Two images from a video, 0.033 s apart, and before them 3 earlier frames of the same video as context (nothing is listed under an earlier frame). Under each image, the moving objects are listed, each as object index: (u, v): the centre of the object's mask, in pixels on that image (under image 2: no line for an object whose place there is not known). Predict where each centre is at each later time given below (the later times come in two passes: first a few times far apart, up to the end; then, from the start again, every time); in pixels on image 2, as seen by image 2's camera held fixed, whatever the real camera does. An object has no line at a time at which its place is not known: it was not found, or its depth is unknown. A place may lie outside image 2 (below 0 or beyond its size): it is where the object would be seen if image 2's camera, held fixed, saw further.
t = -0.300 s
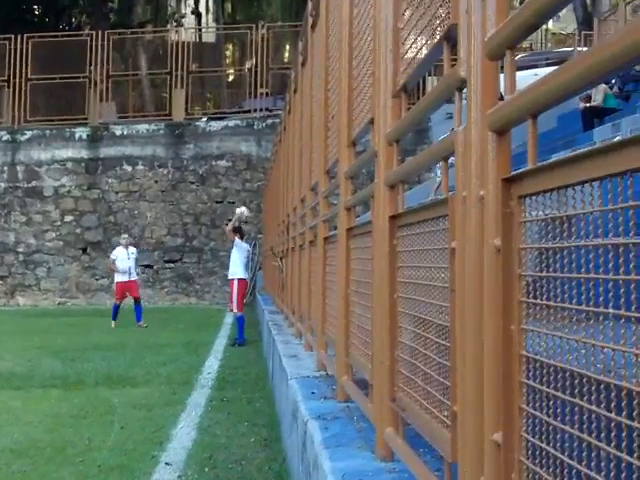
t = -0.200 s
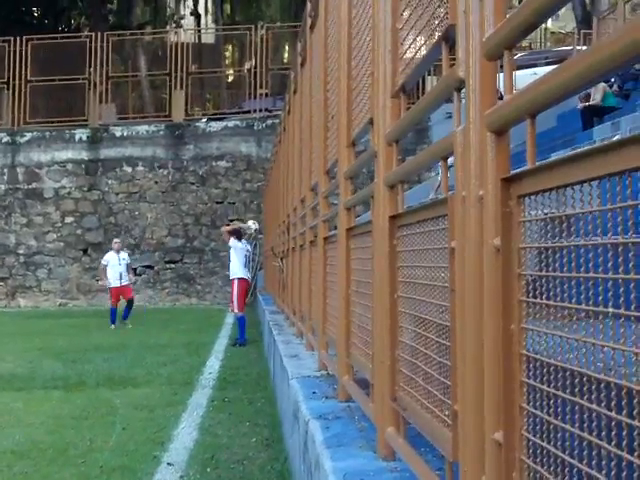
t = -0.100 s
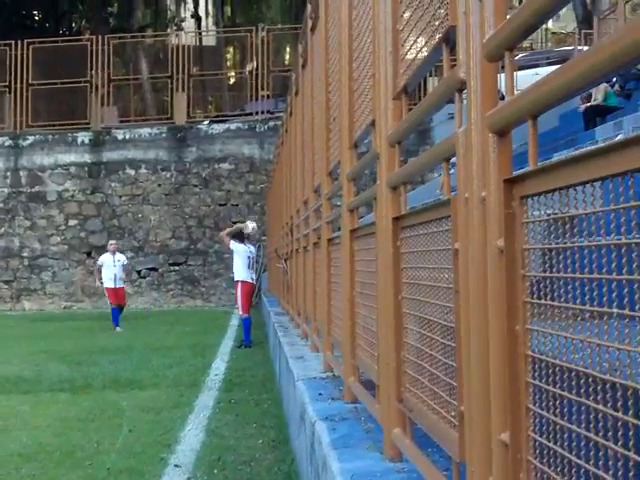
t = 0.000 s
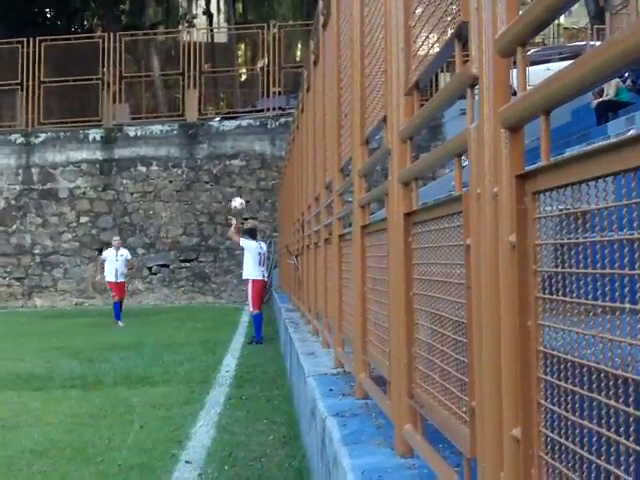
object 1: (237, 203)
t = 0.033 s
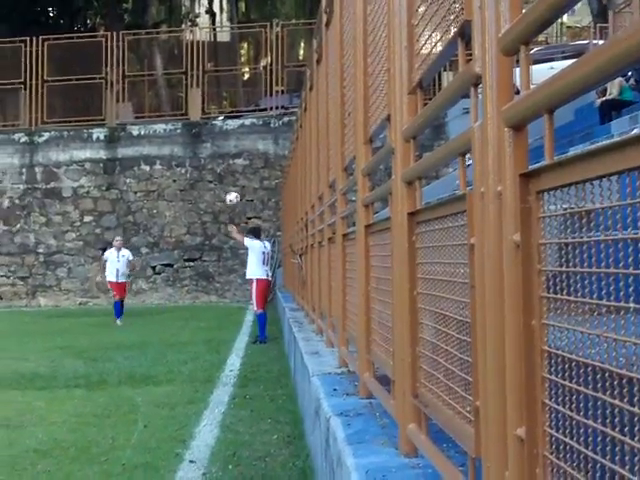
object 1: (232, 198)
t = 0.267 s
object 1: (173, 186)
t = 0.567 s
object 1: (111, 216)
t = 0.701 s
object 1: (85, 243)
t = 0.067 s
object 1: (223, 194)
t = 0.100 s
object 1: (214, 191)
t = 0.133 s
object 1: (206, 187)
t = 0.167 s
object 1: (199, 187)
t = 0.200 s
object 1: (190, 186)
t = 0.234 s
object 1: (182, 184)
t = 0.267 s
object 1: (173, 186)
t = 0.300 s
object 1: (167, 188)
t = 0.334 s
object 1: (159, 189)
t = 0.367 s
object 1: (152, 191)
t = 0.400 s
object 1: (144, 194)
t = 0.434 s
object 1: (137, 198)
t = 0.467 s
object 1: (130, 202)
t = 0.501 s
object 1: (124, 206)
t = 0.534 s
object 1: (118, 210)
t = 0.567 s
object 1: (111, 216)
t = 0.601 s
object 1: (104, 222)
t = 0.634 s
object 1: (98, 229)
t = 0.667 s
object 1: (92, 236)
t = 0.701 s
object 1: (85, 243)
